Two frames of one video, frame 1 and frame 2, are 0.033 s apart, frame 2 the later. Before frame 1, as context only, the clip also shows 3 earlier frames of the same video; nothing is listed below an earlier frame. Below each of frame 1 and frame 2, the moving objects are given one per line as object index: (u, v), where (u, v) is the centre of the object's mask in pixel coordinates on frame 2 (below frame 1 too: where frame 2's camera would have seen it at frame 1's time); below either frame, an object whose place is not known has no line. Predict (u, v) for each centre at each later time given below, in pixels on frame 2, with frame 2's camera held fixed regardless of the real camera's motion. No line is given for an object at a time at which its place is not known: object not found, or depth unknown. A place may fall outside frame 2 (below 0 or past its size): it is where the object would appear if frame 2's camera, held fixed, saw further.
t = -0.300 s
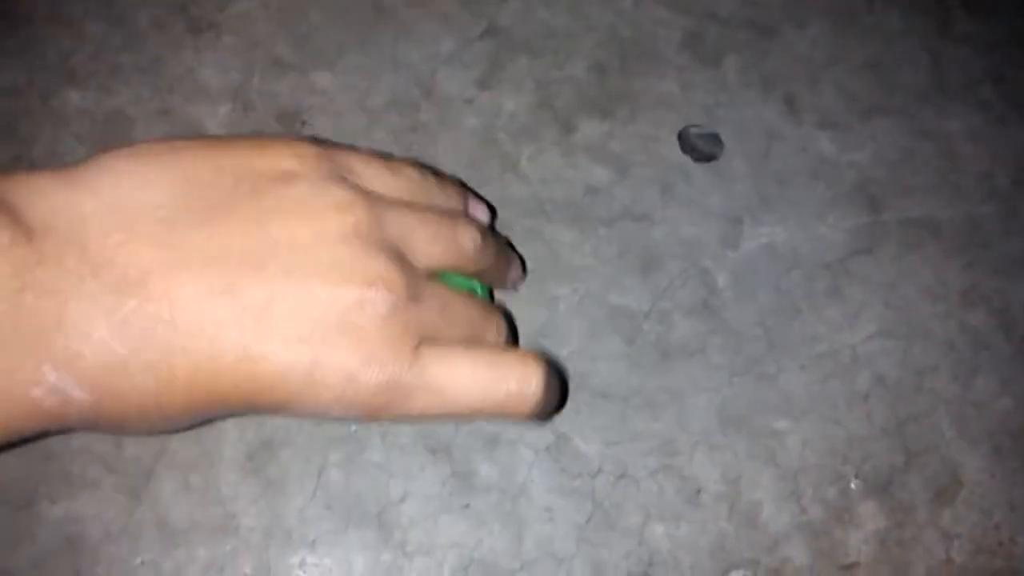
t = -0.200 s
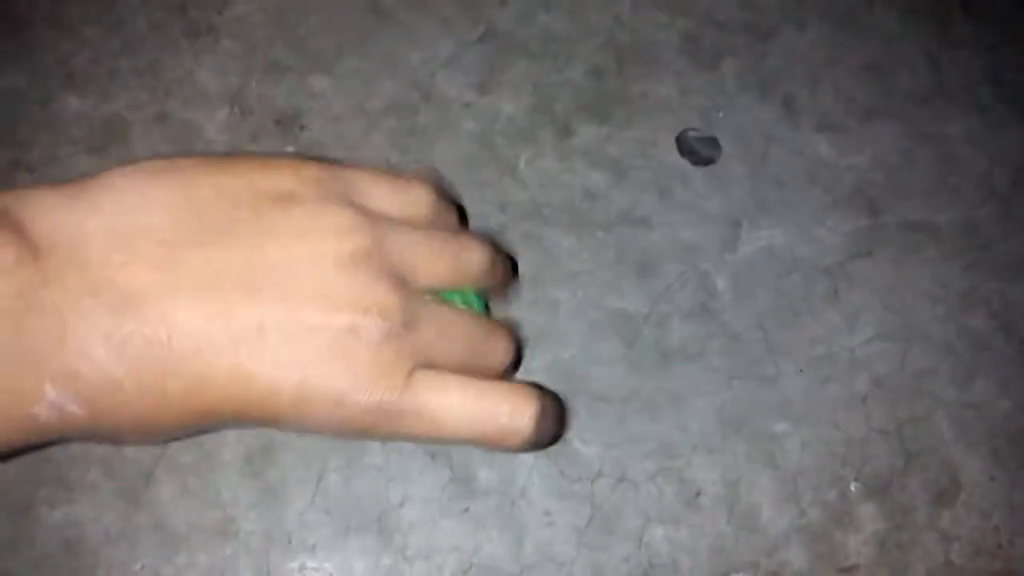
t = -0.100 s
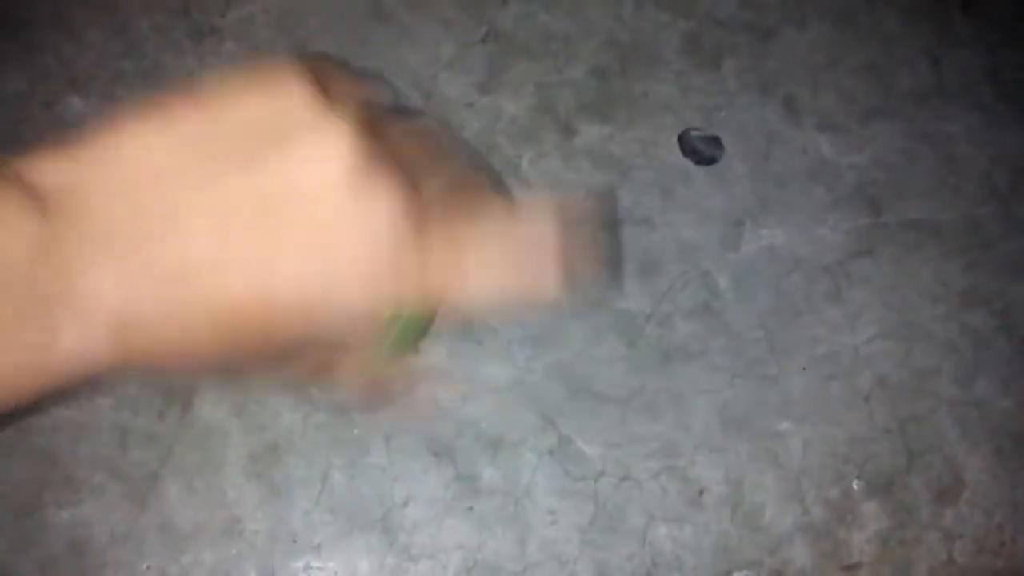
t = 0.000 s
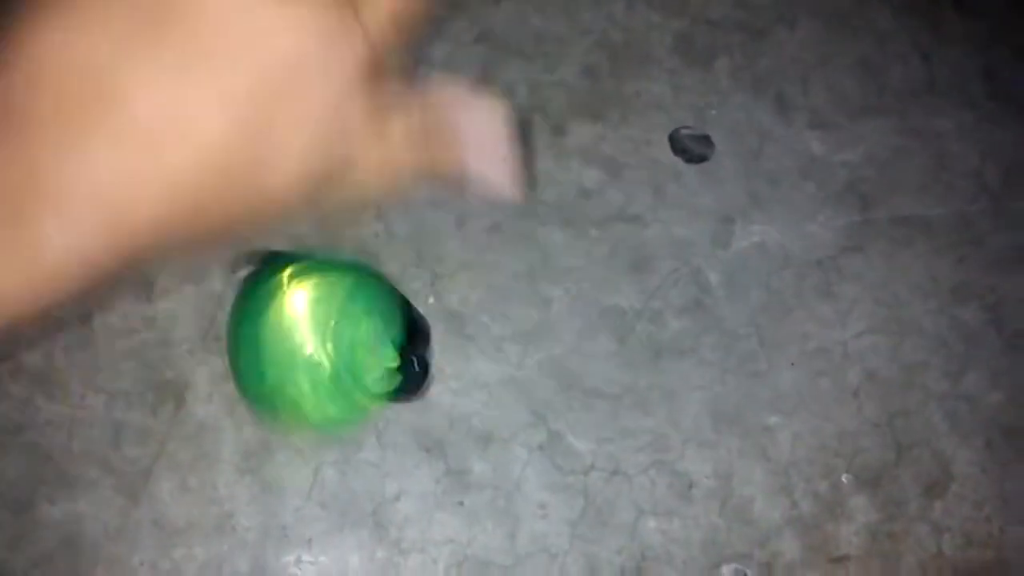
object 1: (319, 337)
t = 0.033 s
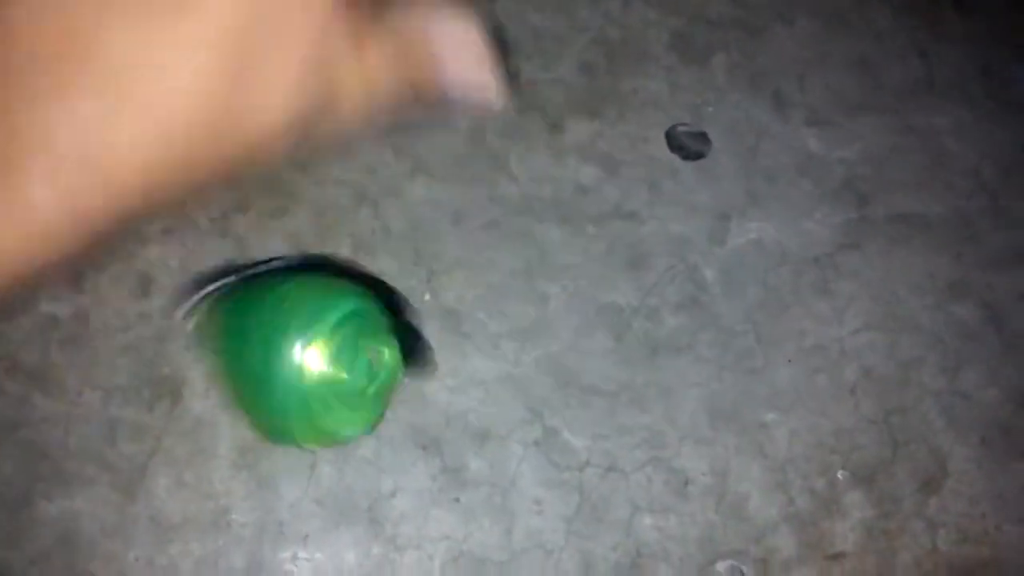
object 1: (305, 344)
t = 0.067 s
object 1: (284, 361)
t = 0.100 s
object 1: (268, 388)
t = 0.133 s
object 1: (252, 409)
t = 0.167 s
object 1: (245, 429)
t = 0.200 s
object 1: (235, 444)
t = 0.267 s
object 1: (234, 471)
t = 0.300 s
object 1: (235, 475)
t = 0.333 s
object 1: (234, 475)
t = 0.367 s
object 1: (235, 474)
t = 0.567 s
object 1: (272, 459)
